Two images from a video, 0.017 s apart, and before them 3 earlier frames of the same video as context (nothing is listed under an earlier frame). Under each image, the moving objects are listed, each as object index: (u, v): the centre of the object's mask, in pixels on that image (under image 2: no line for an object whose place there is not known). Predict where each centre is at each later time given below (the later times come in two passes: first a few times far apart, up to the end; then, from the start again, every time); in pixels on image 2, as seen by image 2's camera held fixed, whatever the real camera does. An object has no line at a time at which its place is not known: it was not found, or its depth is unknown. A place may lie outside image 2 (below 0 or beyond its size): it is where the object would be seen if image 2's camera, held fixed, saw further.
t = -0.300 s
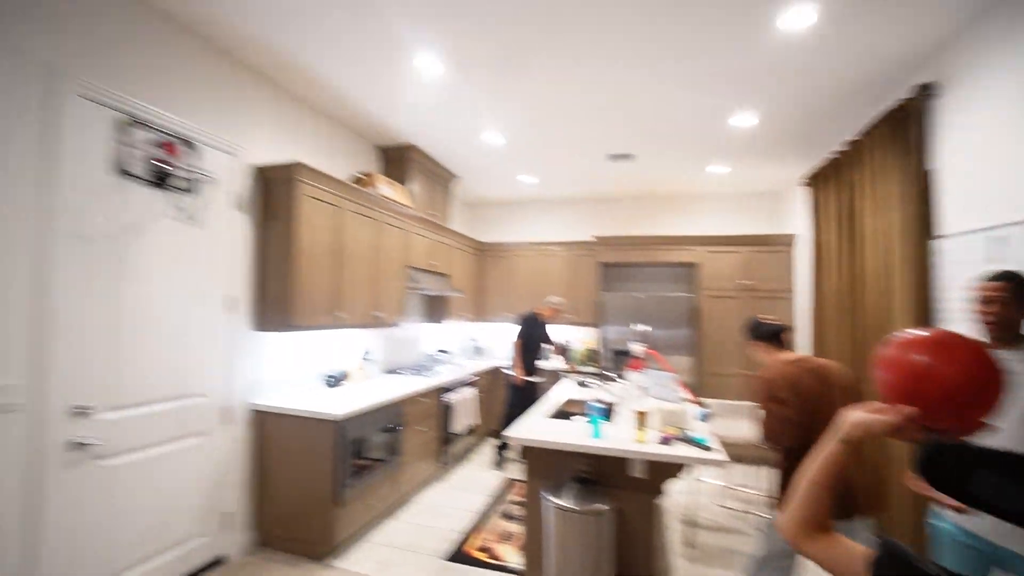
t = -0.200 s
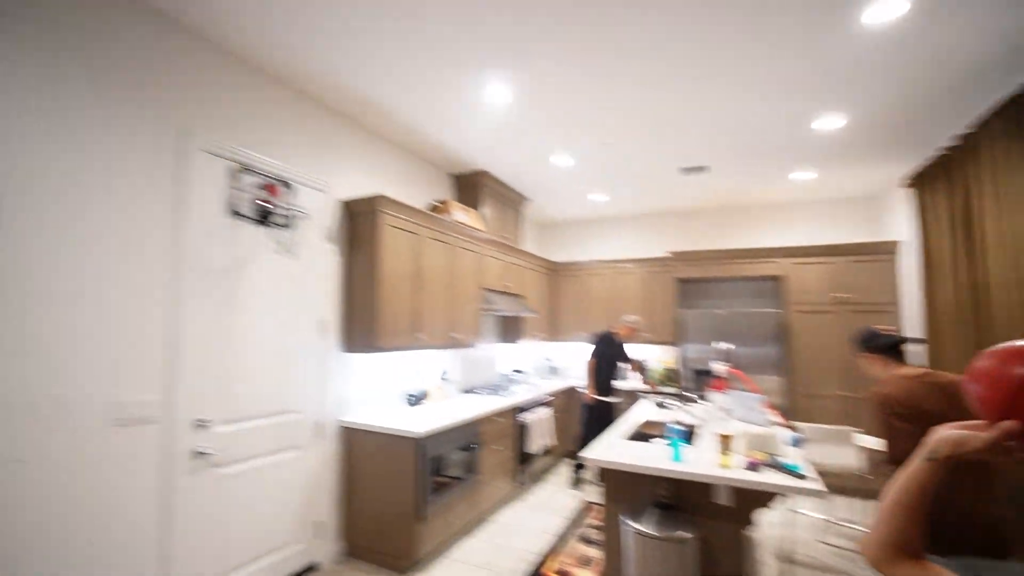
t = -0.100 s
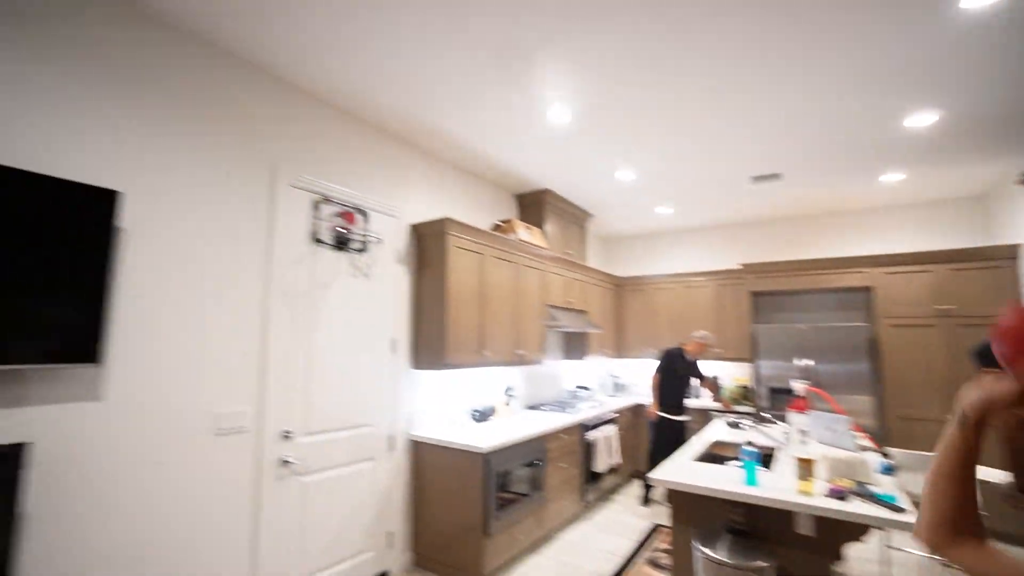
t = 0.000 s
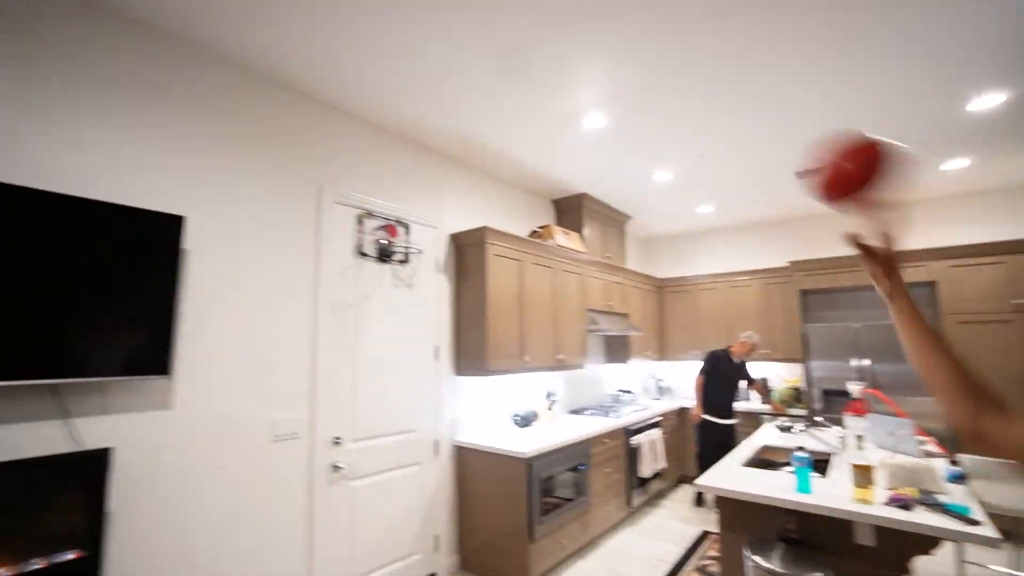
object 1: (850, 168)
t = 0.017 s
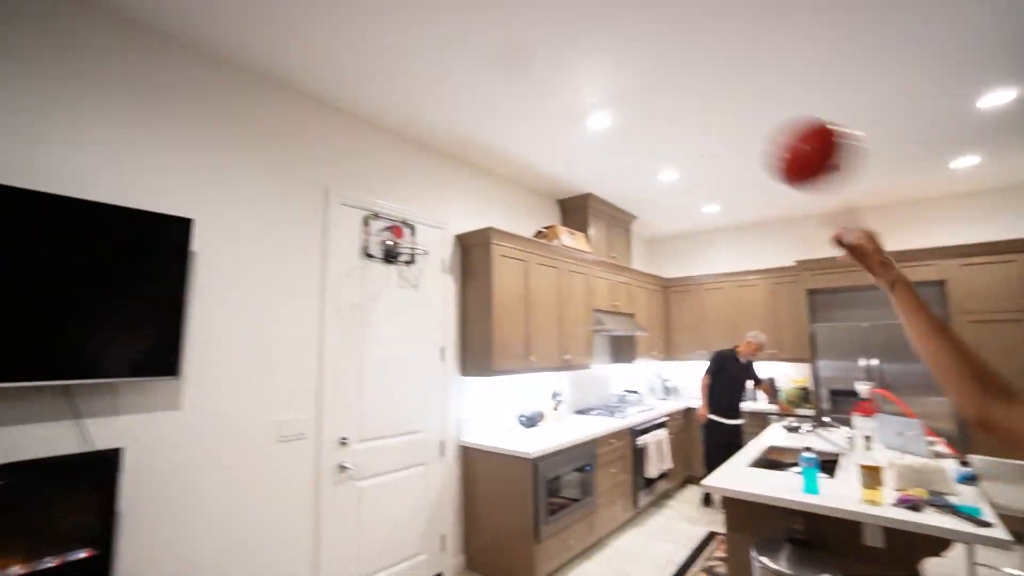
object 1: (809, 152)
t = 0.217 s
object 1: (548, 117)
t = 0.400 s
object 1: (465, 158)
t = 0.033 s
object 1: (769, 139)
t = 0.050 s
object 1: (732, 131)
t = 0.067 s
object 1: (701, 125)
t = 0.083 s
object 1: (675, 120)
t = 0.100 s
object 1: (653, 116)
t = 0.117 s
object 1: (633, 115)
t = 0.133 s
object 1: (617, 112)
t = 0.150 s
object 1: (598, 112)
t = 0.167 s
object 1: (583, 111)
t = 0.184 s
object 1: (570, 113)
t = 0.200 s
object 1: (559, 114)
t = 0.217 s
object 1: (548, 117)
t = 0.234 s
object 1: (537, 119)
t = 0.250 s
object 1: (528, 120)
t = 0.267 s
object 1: (519, 123)
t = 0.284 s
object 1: (510, 126)
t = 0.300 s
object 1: (503, 130)
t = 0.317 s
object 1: (495, 134)
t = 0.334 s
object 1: (488, 138)
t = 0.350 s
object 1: (482, 143)
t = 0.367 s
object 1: (476, 147)
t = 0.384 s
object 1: (471, 153)
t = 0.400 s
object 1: (465, 158)
